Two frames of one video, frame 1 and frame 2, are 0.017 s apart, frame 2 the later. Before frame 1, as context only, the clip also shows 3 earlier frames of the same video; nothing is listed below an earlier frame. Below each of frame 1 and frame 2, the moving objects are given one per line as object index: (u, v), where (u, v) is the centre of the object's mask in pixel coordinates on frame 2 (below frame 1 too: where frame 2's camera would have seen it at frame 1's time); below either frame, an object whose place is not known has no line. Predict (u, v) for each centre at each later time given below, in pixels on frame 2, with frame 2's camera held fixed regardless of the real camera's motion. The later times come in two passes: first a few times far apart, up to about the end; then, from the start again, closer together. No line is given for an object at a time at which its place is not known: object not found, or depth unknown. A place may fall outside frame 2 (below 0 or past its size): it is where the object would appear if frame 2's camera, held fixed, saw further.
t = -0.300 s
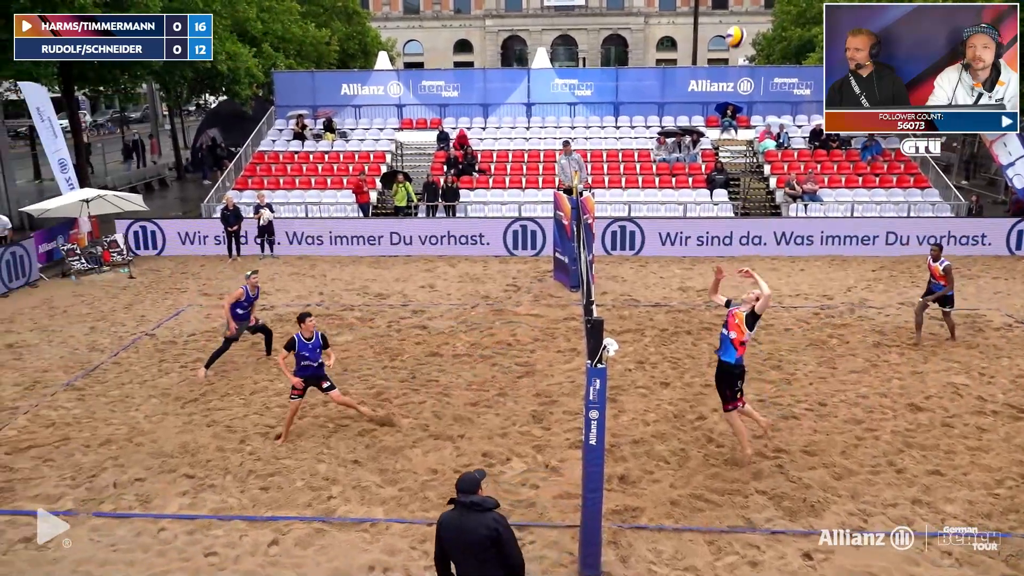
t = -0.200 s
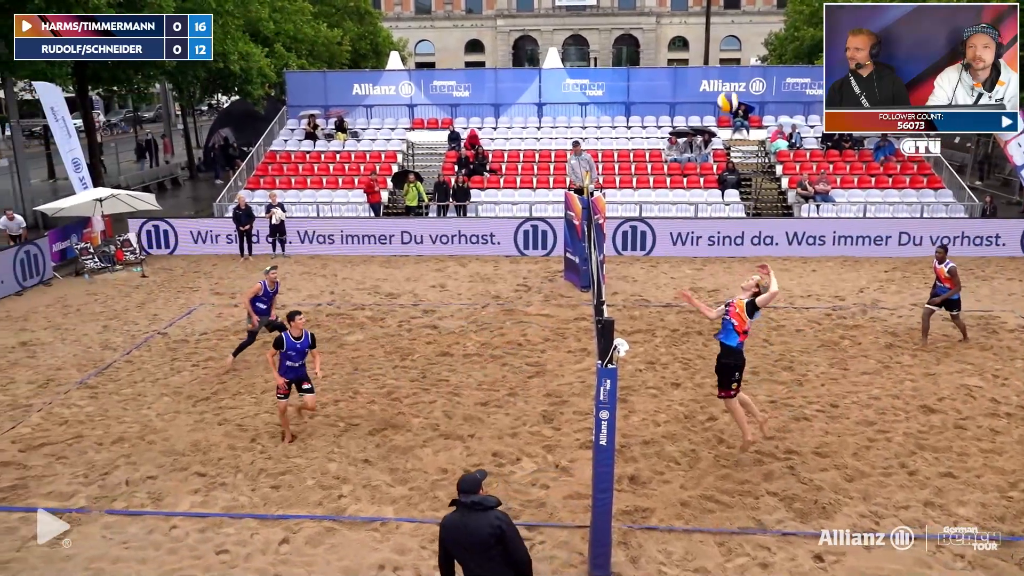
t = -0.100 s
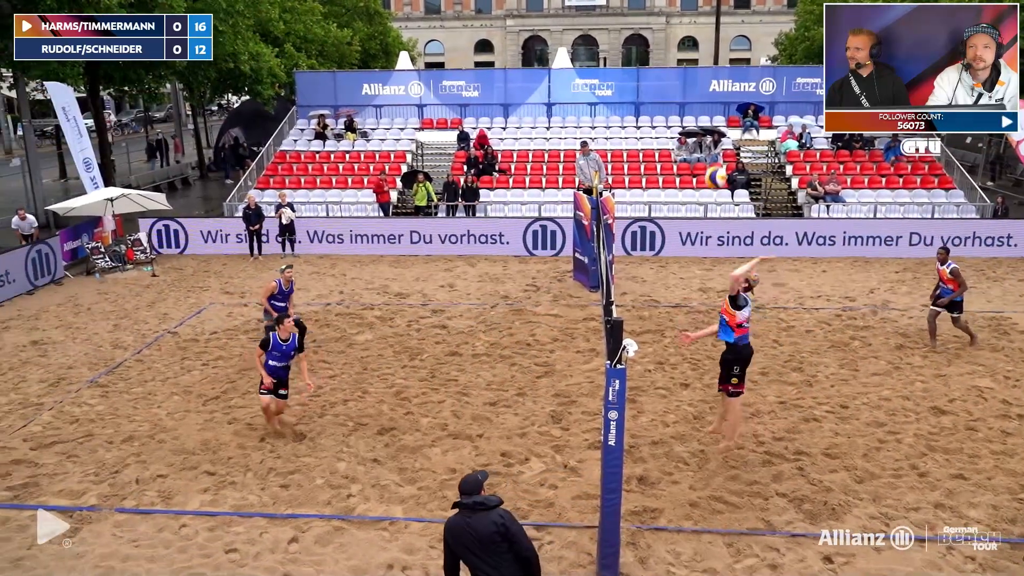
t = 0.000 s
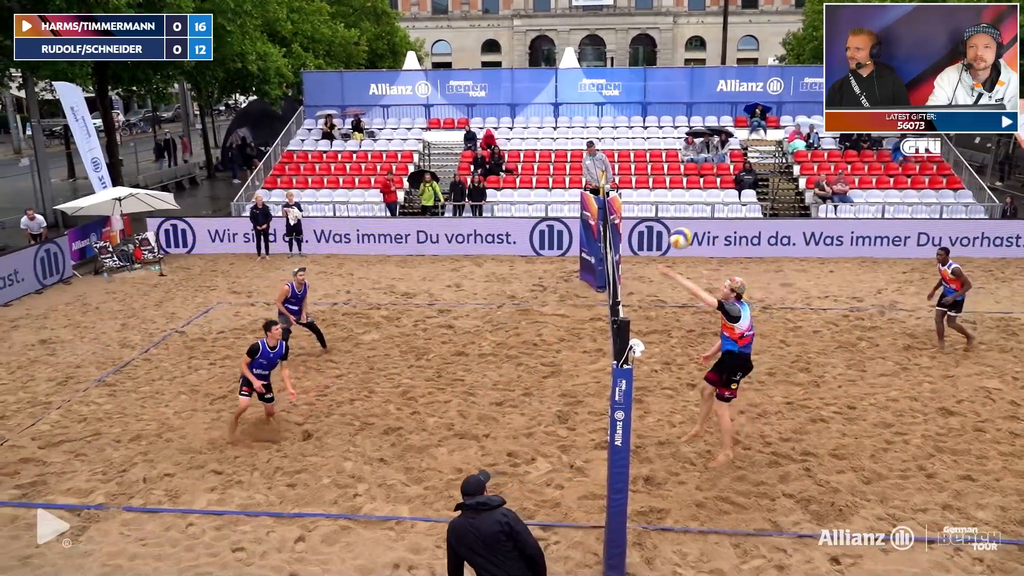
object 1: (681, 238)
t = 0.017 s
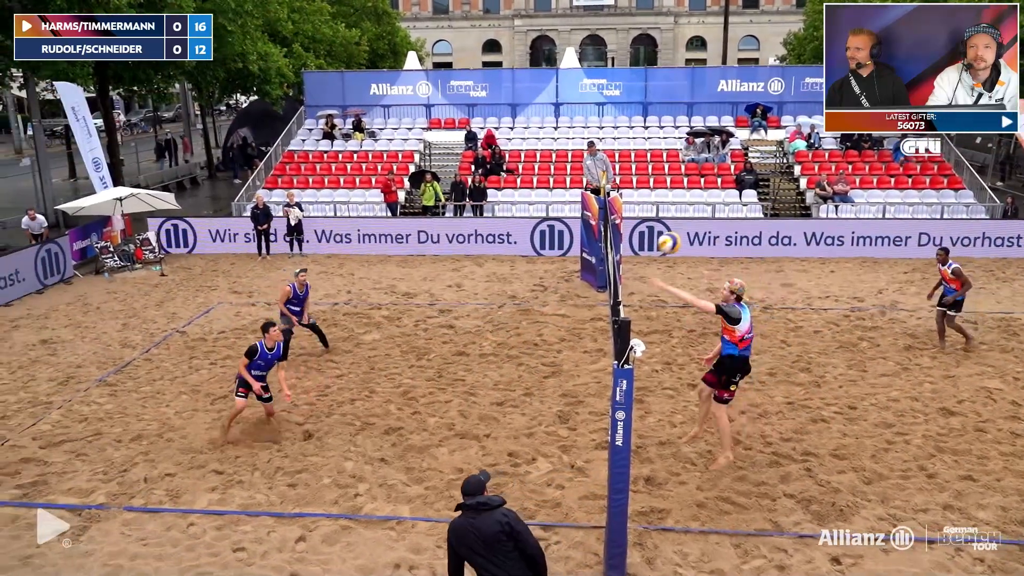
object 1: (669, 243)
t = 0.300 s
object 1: (463, 363)
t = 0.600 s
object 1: (252, 554)
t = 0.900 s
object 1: (208, 499)
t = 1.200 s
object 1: (171, 526)
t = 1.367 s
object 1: (157, 572)
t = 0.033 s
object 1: (658, 247)
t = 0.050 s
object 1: (646, 253)
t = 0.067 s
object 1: (635, 258)
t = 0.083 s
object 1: (622, 264)
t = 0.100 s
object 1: (610, 271)
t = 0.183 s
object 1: (549, 304)
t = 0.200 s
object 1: (538, 312)
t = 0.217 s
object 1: (525, 321)
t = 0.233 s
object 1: (513, 328)
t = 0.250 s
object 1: (501, 337)
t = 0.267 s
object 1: (488, 346)
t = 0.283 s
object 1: (476, 354)
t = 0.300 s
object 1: (463, 363)
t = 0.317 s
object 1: (452, 372)
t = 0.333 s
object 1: (441, 381)
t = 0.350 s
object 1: (428, 392)
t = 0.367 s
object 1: (416, 401)
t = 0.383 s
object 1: (403, 411)
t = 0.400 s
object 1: (391, 422)
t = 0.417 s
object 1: (379, 433)
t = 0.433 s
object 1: (367, 443)
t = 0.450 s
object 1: (355, 453)
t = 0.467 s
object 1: (344, 464)
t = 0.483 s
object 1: (332, 476)
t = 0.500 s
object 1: (320, 487)
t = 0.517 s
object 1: (308, 498)
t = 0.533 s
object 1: (297, 510)
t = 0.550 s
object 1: (285, 522)
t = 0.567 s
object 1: (272, 534)
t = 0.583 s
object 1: (261, 546)
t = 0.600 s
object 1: (252, 554)
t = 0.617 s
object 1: (250, 549)
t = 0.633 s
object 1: (247, 545)
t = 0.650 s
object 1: (245, 540)
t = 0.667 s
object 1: (242, 536)
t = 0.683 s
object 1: (240, 531)
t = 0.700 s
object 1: (237, 527)
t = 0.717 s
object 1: (235, 524)
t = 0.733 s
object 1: (232, 520)
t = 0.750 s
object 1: (230, 517)
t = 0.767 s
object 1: (227, 514)
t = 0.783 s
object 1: (225, 512)
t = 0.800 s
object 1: (222, 509)
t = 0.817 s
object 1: (220, 507)
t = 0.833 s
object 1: (217, 505)
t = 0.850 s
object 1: (215, 503)
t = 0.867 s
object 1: (213, 501)
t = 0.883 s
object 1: (211, 500)
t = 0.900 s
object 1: (208, 499)
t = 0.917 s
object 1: (206, 498)
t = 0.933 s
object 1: (204, 497)
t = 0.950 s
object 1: (201, 497)
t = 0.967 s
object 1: (199, 498)
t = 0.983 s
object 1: (196, 498)
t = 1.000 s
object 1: (194, 499)
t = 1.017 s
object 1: (193, 500)
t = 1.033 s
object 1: (191, 501)
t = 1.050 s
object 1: (188, 502)
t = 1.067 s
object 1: (186, 504)
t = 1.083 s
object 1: (184, 506)
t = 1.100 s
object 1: (182, 508)
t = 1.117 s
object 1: (180, 511)
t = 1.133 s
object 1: (178, 513)
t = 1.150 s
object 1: (177, 516)
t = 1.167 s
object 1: (175, 520)
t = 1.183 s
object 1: (173, 523)
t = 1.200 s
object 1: (171, 526)
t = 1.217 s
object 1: (170, 530)
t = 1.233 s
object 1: (168, 535)
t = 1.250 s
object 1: (167, 539)
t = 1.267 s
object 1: (165, 543)
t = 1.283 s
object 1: (163, 548)
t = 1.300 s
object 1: (161, 554)
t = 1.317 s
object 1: (160, 560)
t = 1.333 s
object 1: (160, 565)
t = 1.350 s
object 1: (158, 568)
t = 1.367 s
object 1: (157, 572)
